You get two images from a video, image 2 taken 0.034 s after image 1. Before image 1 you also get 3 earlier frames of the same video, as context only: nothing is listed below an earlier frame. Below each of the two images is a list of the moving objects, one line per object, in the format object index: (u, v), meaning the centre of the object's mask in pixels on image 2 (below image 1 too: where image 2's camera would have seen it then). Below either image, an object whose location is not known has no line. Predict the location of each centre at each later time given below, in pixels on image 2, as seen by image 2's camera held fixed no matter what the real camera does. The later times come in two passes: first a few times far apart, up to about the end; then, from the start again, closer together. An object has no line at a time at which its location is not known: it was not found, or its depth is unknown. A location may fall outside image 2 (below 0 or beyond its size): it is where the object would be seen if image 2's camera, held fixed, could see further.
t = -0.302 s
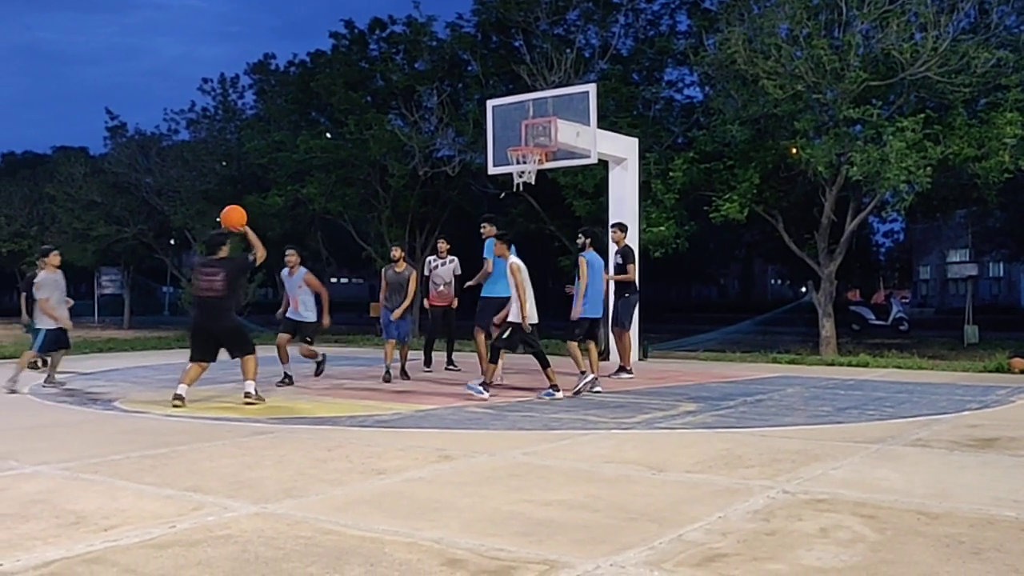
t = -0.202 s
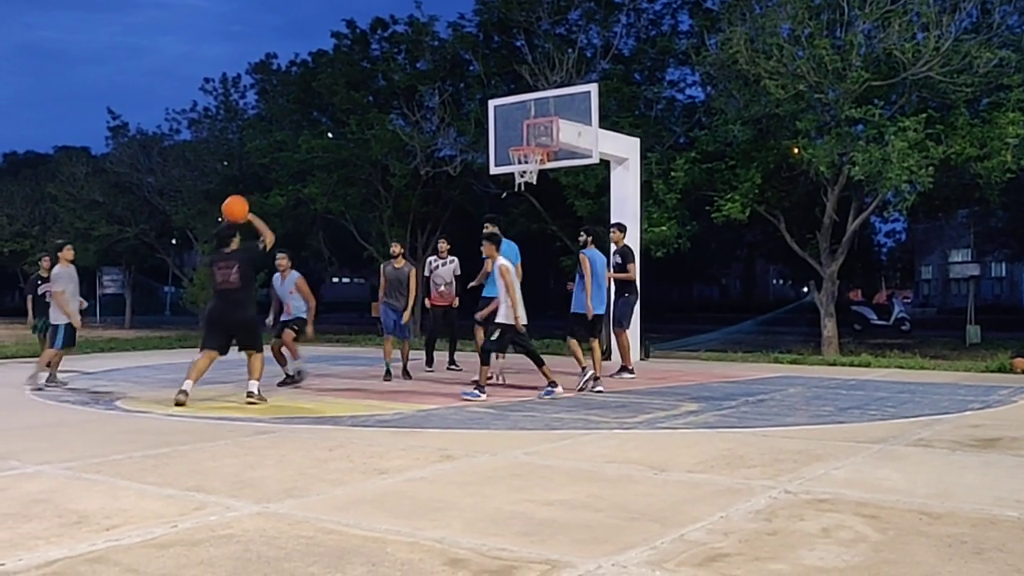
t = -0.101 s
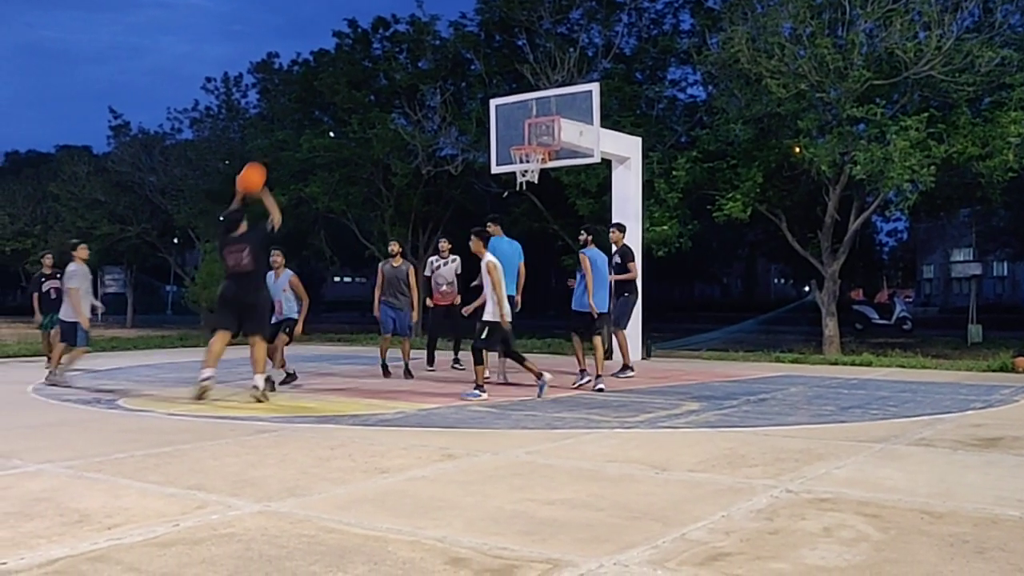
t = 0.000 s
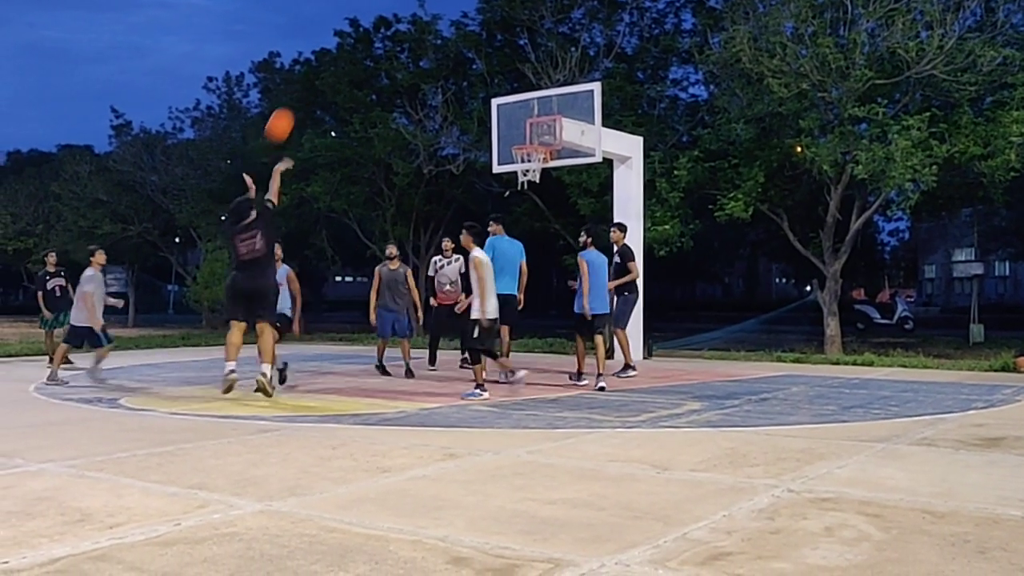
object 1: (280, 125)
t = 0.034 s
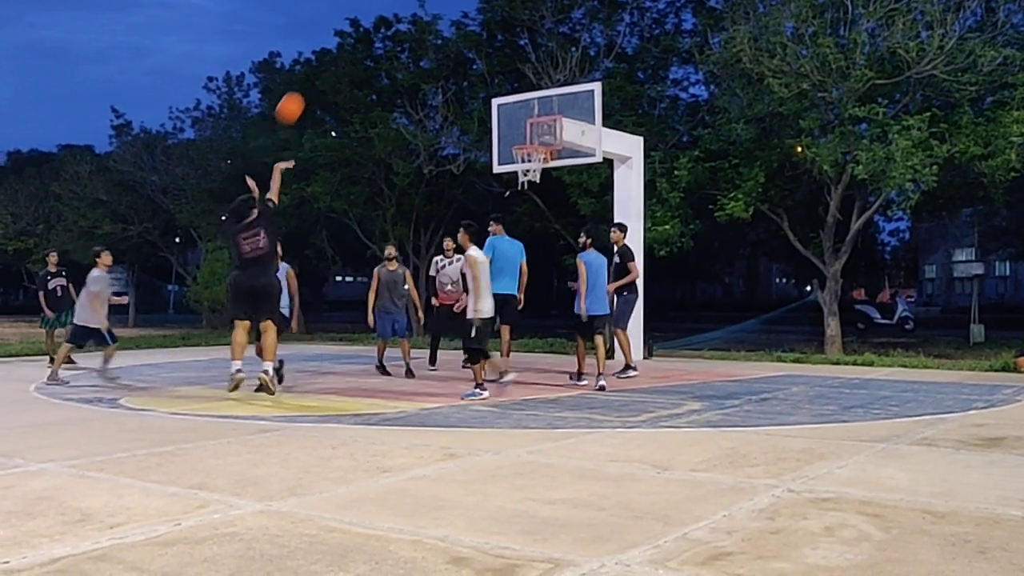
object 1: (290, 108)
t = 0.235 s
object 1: (346, 34)
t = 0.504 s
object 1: (409, 4)
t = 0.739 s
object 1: (457, 19)
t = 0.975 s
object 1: (499, 75)
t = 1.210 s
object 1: (518, 138)
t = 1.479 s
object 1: (465, 105)
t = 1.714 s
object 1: (420, 115)
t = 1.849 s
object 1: (392, 138)
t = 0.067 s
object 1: (299, 92)
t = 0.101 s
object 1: (309, 78)
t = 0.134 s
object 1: (319, 65)
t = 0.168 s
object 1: (328, 54)
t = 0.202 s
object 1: (337, 43)
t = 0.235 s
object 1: (346, 34)
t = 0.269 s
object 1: (354, 26)
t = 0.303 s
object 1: (363, 20)
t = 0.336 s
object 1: (371, 13)
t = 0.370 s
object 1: (379, 9)
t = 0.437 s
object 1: (394, 5)
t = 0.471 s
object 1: (402, 5)
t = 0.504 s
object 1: (409, 4)
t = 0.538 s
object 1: (417, 4)
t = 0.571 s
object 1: (424, 5)
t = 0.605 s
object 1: (430, 5)
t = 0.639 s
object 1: (437, 7)
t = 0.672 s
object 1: (444, 9)
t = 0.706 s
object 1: (450, 13)
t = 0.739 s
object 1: (457, 19)
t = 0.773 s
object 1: (463, 24)
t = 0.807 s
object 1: (469, 31)
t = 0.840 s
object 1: (475, 39)
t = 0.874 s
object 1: (481, 47)
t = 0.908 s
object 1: (487, 56)
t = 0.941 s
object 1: (493, 65)
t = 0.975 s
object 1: (499, 75)
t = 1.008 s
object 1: (504, 85)
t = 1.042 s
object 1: (510, 96)
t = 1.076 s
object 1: (516, 109)
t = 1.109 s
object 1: (521, 120)
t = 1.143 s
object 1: (526, 134)
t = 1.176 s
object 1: (525, 142)
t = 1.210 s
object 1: (518, 138)
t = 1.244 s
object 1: (512, 131)
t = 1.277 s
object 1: (506, 126)
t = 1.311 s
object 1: (499, 120)
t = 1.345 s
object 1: (491, 115)
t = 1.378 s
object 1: (484, 112)
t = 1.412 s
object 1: (478, 109)
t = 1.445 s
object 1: (472, 106)
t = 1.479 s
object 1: (465, 105)
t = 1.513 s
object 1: (459, 104)
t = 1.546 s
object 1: (452, 104)
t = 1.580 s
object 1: (445, 105)
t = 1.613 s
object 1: (439, 106)
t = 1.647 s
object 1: (432, 108)
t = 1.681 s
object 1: (426, 111)
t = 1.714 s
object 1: (420, 115)
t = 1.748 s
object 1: (412, 120)
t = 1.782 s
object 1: (406, 125)
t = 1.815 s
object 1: (399, 131)
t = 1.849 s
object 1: (392, 138)
